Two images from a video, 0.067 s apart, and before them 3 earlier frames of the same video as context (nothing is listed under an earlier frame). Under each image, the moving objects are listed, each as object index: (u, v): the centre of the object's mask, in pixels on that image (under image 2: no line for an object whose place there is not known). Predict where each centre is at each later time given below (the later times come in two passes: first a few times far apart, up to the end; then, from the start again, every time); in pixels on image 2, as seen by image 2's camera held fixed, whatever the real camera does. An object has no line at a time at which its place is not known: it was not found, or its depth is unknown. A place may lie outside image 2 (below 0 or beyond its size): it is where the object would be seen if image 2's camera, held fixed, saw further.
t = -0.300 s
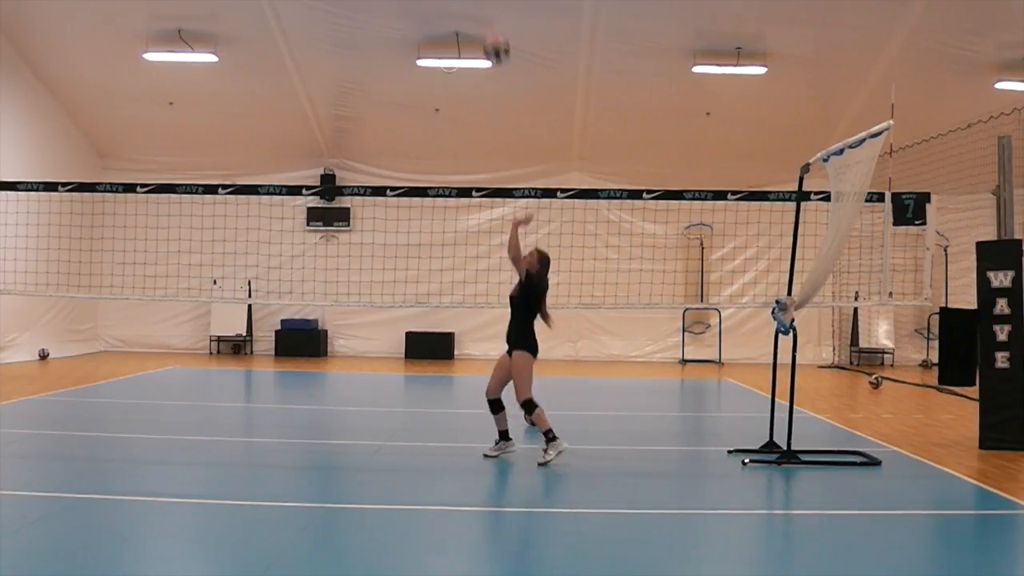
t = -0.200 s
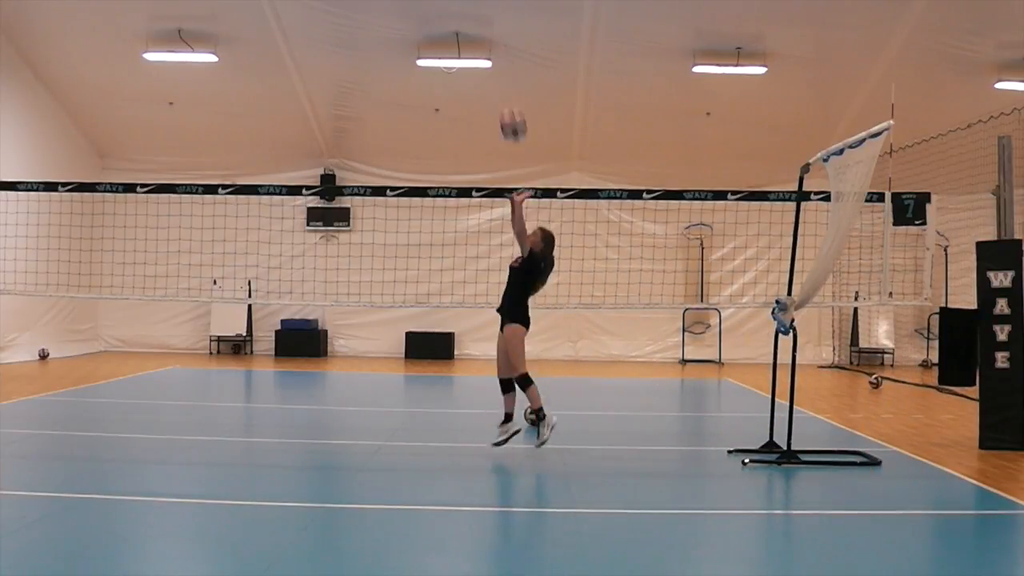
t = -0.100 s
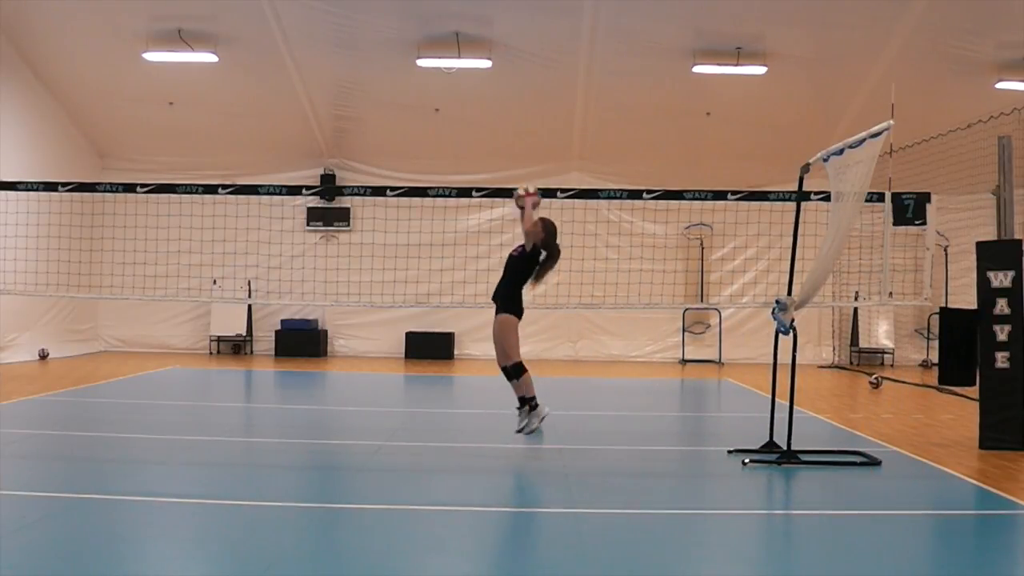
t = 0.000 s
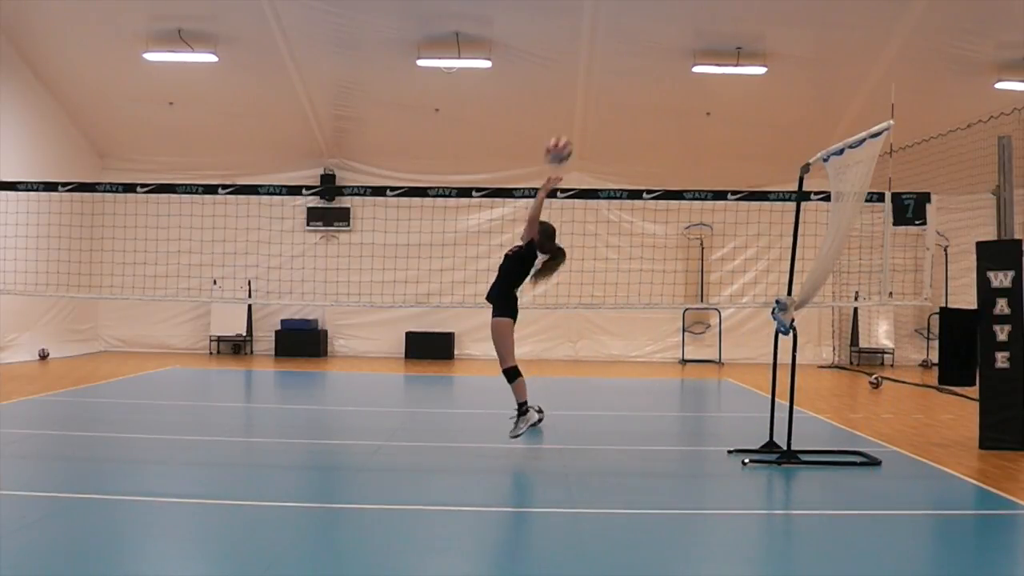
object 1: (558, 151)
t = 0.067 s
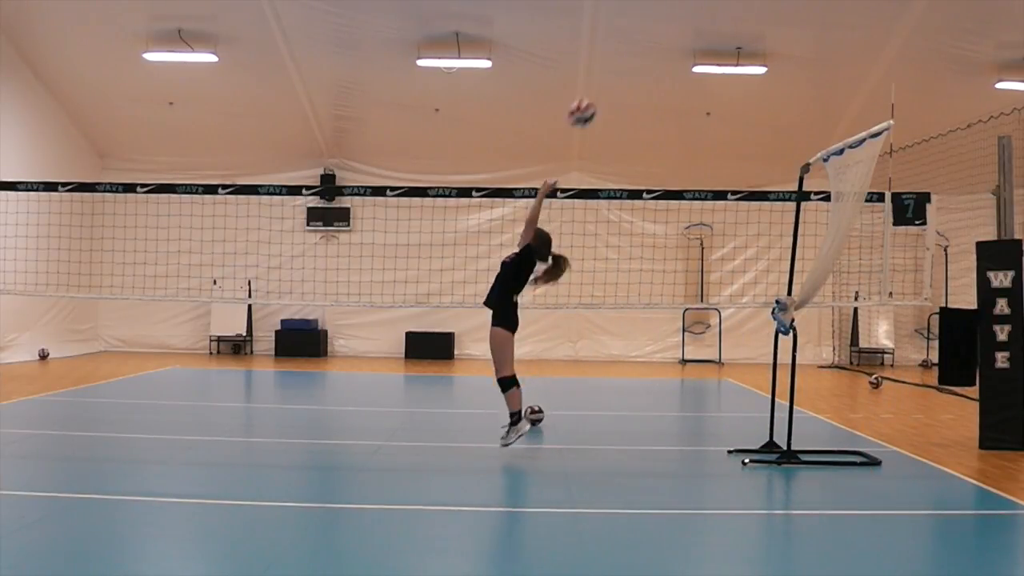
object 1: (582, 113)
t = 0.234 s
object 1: (638, 44)
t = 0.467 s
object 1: (715, 9)
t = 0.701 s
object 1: (787, 35)
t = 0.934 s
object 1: (855, 124)
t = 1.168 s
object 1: (869, 229)
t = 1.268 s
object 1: (845, 263)
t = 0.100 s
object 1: (593, 96)
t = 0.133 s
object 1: (605, 81)
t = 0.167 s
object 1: (616, 67)
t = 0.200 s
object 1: (627, 55)
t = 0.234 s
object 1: (638, 44)
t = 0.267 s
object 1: (650, 35)
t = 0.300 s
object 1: (661, 27)
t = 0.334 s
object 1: (672, 20)
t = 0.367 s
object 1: (683, 15)
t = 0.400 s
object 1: (694, 11)
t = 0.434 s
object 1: (704, 10)
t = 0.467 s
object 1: (715, 9)
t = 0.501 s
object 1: (725, 9)
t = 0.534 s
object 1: (736, 10)
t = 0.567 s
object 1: (746, 11)
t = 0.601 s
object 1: (757, 15)
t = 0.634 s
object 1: (767, 21)
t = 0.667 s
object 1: (777, 27)
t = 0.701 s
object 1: (787, 35)
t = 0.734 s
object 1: (796, 43)
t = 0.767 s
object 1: (808, 55)
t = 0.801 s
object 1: (818, 67)
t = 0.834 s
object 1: (828, 80)
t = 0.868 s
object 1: (837, 94)
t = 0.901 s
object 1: (847, 110)
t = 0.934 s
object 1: (855, 124)
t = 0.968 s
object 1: (863, 151)
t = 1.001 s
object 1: (876, 167)
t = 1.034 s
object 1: (879, 186)
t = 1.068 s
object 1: (883, 198)
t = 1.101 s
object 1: (880, 207)
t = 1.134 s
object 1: (875, 218)
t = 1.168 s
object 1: (869, 229)
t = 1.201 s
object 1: (861, 241)
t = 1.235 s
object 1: (853, 252)
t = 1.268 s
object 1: (845, 263)
